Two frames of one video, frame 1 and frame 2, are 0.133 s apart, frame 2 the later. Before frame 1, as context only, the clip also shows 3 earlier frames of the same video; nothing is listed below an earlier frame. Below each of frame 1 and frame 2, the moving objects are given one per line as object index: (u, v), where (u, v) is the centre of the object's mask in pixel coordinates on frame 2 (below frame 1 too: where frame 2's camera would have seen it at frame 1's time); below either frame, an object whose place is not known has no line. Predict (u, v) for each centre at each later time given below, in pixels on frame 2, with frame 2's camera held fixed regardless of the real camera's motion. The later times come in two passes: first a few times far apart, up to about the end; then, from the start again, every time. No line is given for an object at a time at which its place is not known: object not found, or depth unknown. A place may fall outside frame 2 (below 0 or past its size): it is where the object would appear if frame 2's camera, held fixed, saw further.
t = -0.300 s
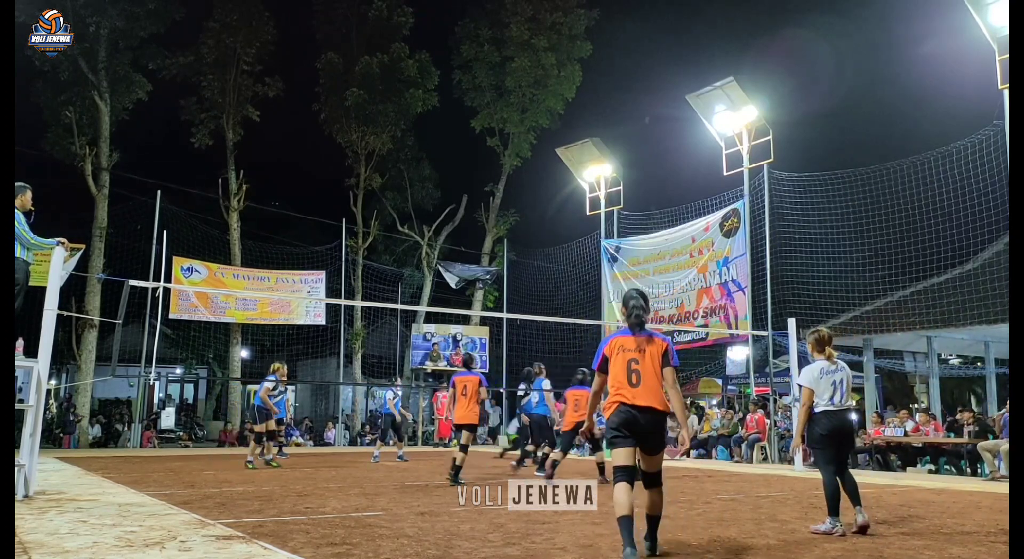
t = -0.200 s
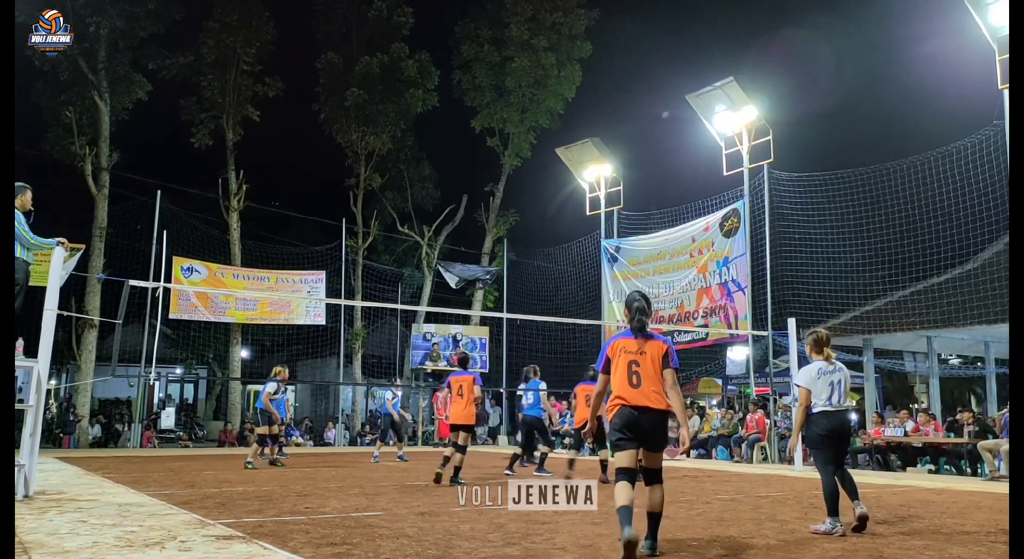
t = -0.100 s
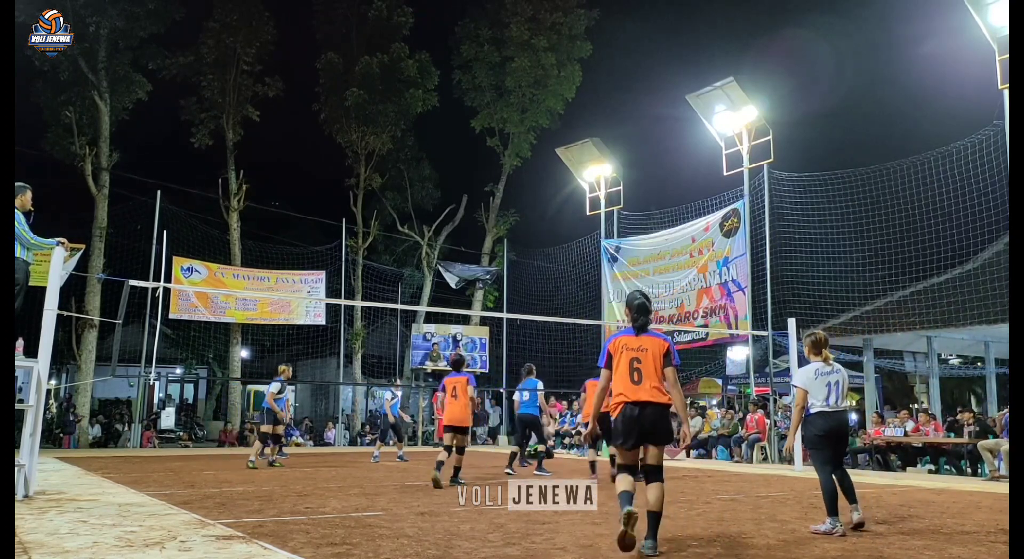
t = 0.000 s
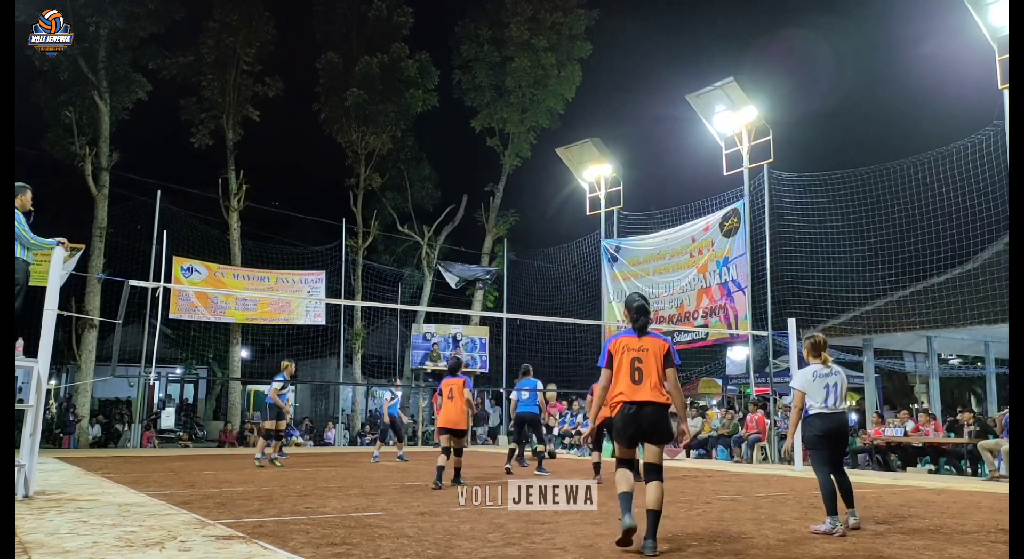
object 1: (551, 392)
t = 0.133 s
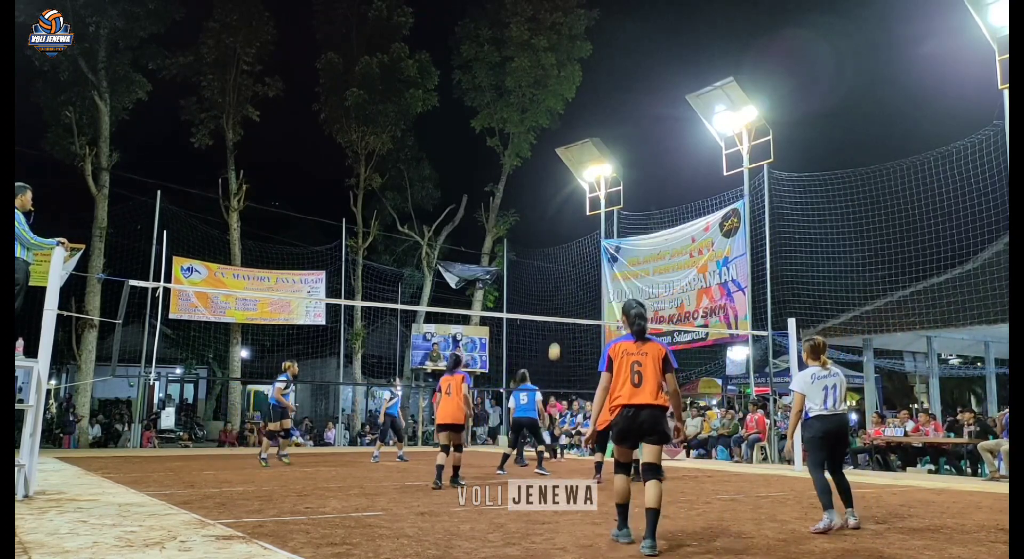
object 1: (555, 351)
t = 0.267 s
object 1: (557, 319)
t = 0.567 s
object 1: (562, 275)
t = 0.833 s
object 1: (566, 276)
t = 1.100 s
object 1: (570, 316)
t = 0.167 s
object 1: (555, 342)
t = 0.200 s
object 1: (555, 334)
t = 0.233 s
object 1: (556, 327)
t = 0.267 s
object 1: (557, 319)
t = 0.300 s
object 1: (558, 311)
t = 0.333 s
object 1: (558, 305)
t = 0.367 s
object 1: (559, 299)
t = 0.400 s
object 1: (559, 294)
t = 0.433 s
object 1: (560, 290)
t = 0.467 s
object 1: (560, 285)
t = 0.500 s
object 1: (561, 281)
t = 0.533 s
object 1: (561, 278)
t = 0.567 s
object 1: (562, 275)
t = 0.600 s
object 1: (562, 274)
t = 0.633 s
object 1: (563, 272)
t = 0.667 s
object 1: (563, 271)
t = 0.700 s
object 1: (564, 271)
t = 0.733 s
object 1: (564, 271)
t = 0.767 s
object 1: (565, 272)
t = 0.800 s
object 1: (565, 274)
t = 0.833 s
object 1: (566, 276)
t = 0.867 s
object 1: (566, 278)
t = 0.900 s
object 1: (567, 282)
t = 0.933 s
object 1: (567, 286)
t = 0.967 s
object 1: (568, 291)
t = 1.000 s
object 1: (568, 297)
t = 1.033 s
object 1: (569, 302)
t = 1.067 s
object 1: (569, 309)
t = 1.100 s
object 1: (570, 316)
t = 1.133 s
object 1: (570, 326)
